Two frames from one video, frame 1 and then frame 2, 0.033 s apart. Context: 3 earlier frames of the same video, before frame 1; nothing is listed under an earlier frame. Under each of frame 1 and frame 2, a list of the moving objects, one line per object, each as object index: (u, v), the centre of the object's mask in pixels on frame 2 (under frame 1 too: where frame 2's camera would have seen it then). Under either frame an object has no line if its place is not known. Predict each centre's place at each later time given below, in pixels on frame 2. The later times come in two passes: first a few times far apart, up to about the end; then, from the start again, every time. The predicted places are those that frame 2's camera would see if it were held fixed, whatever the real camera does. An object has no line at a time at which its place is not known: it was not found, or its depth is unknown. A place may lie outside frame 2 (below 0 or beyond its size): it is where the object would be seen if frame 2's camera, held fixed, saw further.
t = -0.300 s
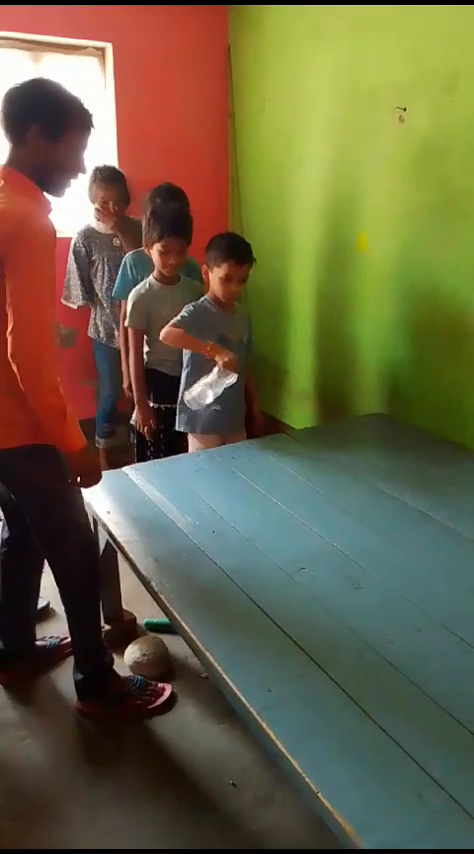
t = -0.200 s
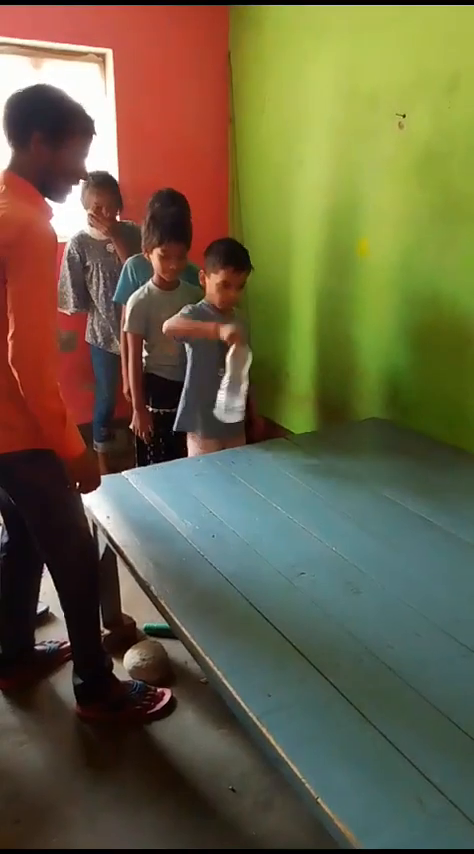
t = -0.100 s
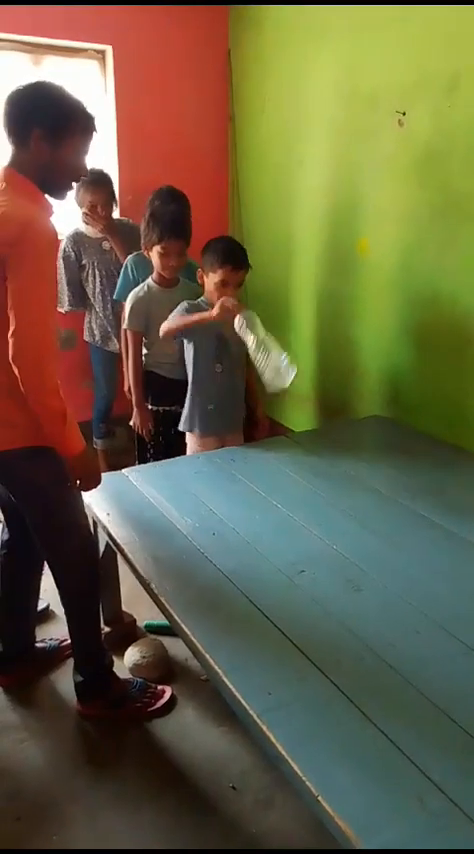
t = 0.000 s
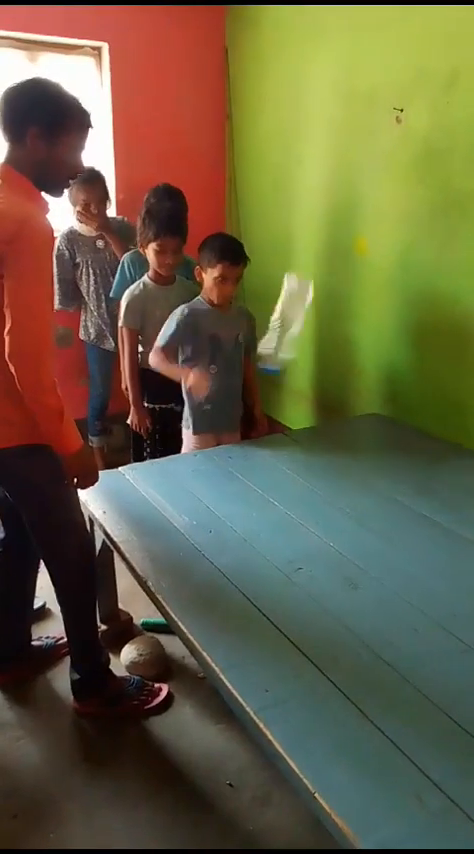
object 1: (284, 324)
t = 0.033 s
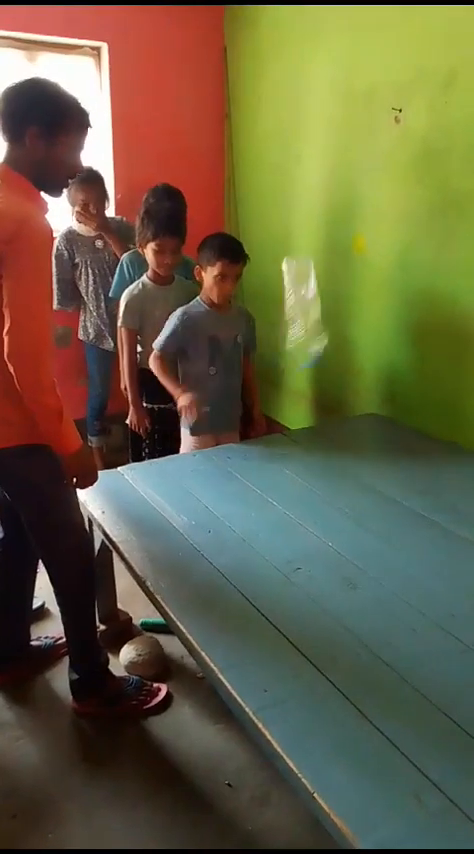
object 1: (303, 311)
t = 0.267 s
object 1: (346, 249)
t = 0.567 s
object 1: (356, 511)
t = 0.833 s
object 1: (354, 517)
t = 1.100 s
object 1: (353, 518)
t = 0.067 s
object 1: (320, 289)
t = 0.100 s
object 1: (321, 260)
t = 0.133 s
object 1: (326, 247)
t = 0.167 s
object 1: (341, 233)
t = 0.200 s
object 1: (343, 231)
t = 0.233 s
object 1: (344, 236)
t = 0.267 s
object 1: (346, 249)
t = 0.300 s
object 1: (347, 265)
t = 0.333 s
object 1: (349, 287)
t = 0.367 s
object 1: (350, 311)
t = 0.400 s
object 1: (352, 348)
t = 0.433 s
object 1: (353, 385)
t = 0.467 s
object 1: (353, 422)
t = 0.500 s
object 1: (356, 465)
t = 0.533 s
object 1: (356, 508)
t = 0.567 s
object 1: (356, 511)
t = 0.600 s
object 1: (358, 507)
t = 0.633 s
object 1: (358, 505)
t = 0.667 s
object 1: (358, 505)
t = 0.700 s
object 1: (357, 510)
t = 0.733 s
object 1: (356, 516)
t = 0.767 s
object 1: (355, 517)
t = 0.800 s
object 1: (354, 517)
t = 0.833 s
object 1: (354, 517)
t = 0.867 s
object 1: (354, 518)
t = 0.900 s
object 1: (354, 517)
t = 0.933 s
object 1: (354, 517)
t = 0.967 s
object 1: (353, 517)
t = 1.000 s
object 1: (353, 517)
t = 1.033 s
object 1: (353, 518)
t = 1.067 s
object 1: (353, 518)
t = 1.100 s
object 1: (353, 518)
